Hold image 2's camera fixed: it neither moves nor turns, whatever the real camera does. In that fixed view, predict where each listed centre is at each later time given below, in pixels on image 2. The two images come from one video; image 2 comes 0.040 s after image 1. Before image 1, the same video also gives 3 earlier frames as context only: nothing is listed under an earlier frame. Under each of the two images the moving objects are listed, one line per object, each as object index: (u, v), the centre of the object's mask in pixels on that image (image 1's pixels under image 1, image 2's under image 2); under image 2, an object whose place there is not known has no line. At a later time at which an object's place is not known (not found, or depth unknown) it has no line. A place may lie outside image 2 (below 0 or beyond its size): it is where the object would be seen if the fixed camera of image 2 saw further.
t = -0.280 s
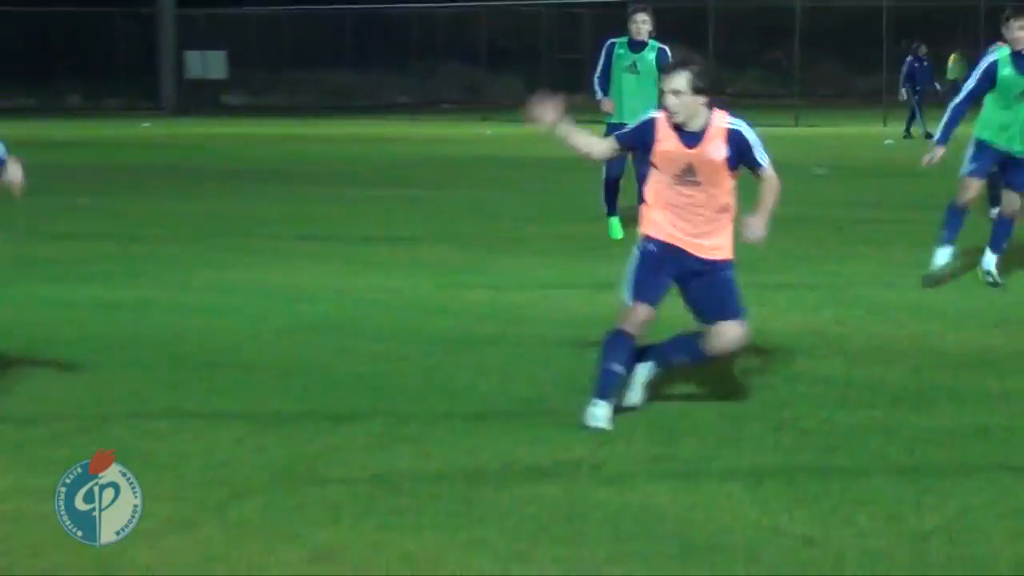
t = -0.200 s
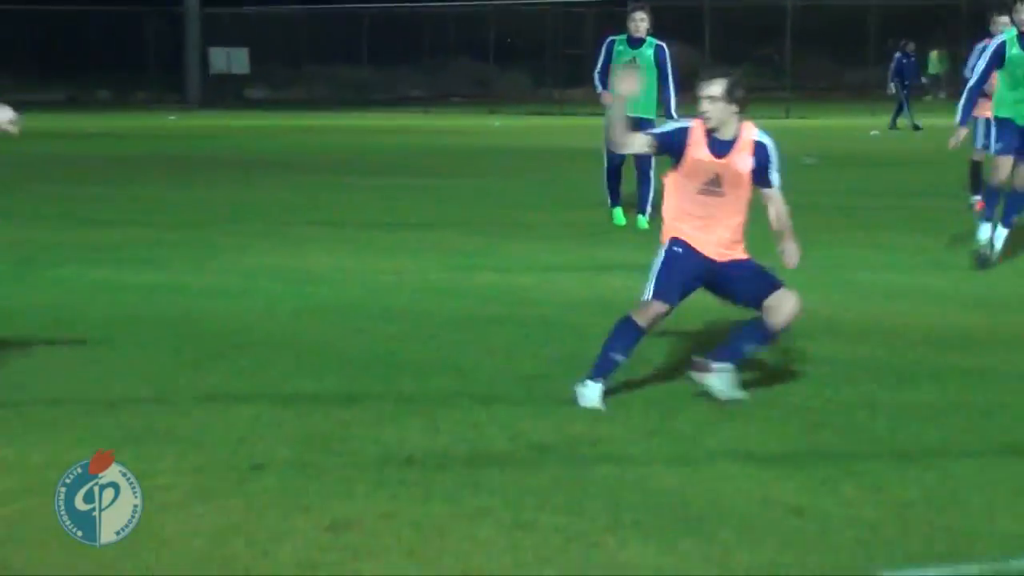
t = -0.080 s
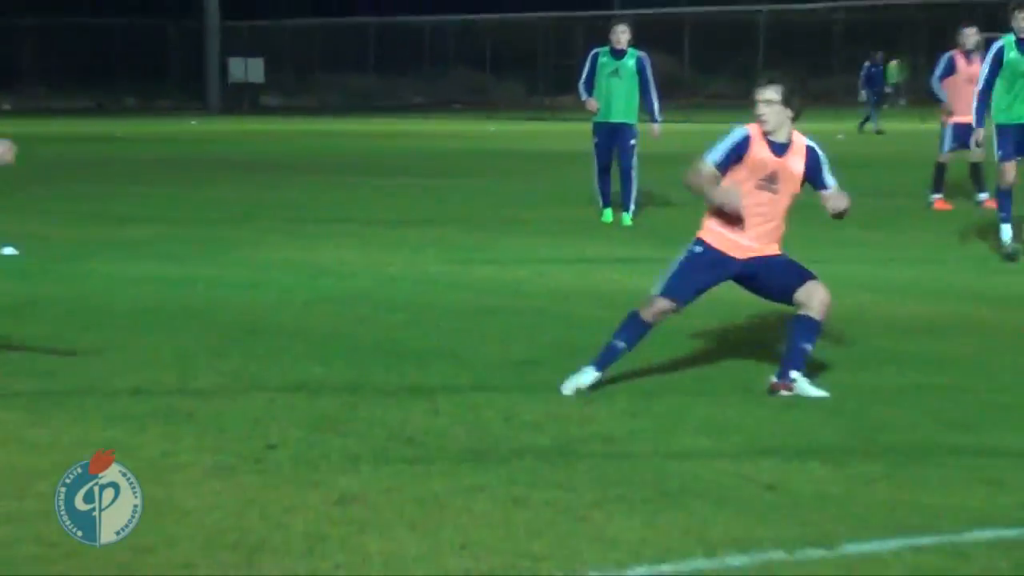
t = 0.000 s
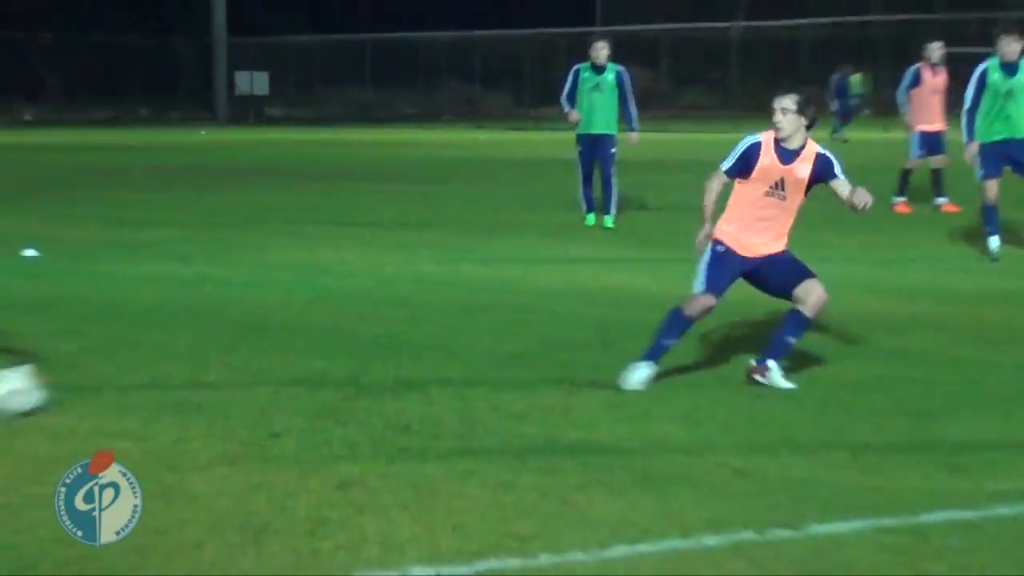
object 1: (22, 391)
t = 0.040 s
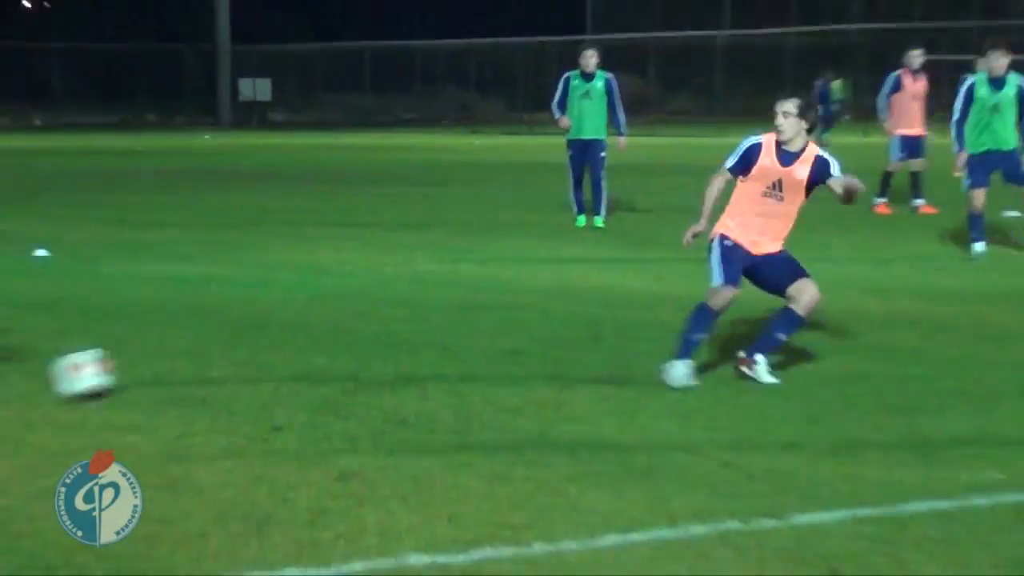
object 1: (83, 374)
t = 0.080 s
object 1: (141, 365)
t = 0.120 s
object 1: (193, 359)
